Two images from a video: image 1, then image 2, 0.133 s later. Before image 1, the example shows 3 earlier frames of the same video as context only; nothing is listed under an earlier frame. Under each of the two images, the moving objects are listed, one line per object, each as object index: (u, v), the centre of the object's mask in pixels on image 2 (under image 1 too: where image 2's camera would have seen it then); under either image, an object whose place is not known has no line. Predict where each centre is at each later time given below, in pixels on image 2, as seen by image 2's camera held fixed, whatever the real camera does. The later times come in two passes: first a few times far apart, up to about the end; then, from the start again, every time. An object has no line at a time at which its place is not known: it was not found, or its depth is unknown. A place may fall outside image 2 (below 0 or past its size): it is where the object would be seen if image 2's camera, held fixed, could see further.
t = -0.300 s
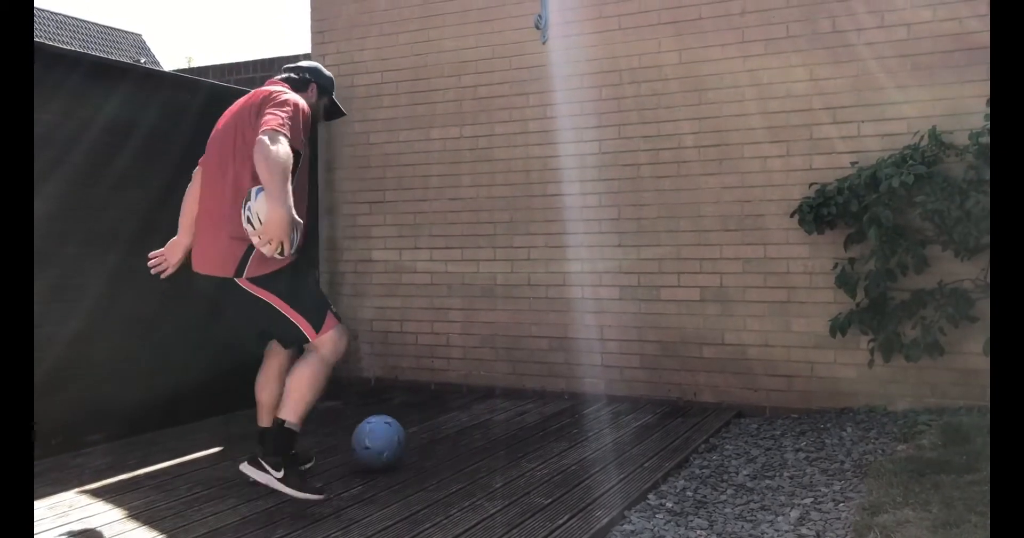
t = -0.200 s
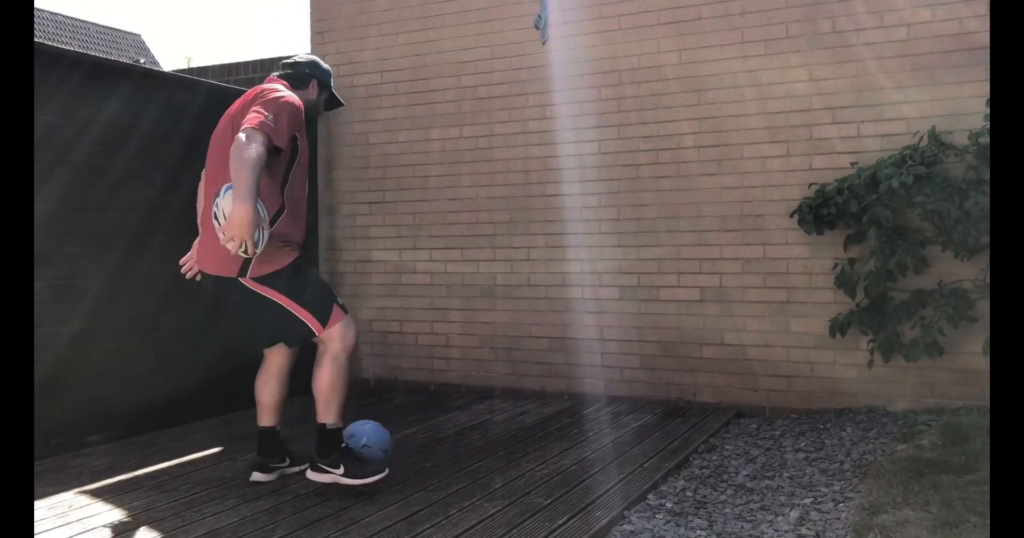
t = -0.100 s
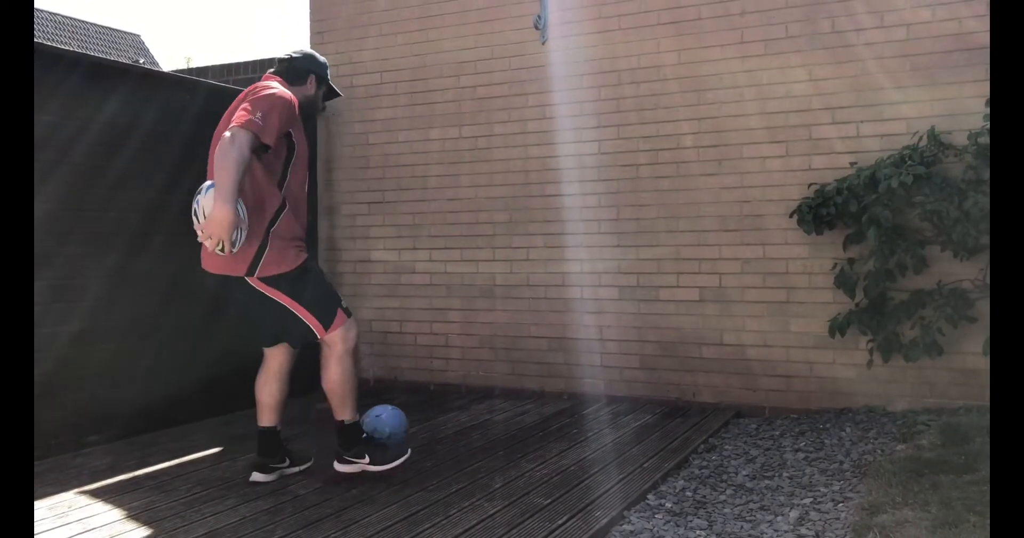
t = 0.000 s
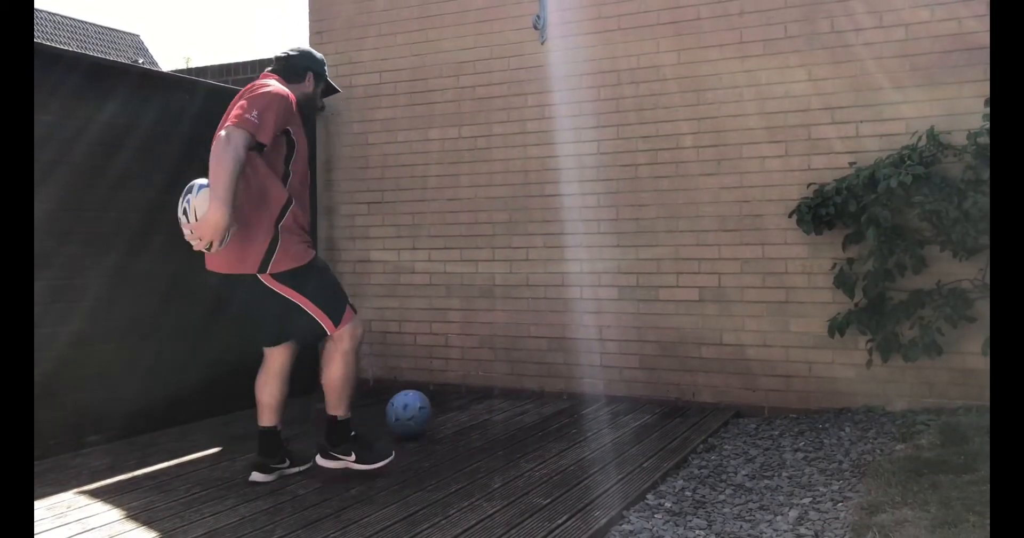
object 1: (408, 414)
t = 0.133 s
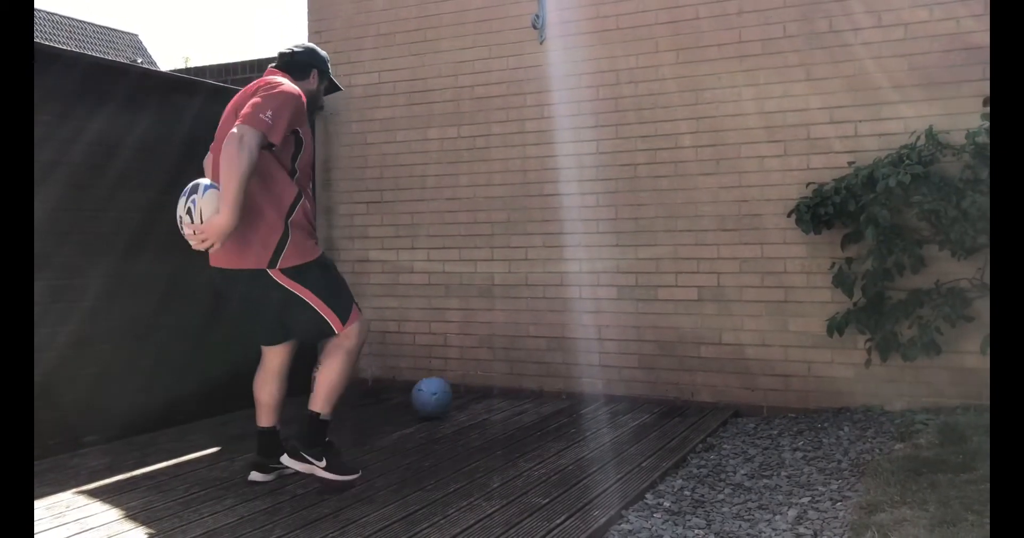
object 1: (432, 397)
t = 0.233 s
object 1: (441, 390)
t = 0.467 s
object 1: (458, 375)
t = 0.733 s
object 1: (409, 384)
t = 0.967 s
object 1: (376, 392)
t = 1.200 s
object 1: (342, 396)
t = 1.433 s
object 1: (302, 404)
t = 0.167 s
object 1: (436, 394)
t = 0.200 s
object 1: (439, 392)
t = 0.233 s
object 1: (441, 390)
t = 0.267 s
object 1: (444, 388)
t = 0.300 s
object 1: (446, 385)
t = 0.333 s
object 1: (449, 383)
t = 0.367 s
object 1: (452, 381)
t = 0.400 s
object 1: (457, 379)
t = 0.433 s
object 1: (458, 378)
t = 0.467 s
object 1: (458, 375)
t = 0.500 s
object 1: (449, 372)
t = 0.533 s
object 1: (441, 372)
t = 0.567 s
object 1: (434, 374)
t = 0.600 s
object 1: (425, 379)
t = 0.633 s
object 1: (418, 385)
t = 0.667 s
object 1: (414, 384)
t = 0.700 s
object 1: (410, 383)
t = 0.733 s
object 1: (409, 384)
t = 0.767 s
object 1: (401, 385)
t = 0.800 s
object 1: (397, 387)
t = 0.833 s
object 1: (392, 389)
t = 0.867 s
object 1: (388, 388)
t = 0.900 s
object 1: (384, 388)
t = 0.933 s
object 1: (380, 388)
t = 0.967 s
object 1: (376, 392)
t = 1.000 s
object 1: (370, 394)
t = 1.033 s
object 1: (366, 393)
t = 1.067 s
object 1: (362, 393)
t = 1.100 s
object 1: (357, 395)
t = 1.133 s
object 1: (352, 396)
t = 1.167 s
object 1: (347, 395)
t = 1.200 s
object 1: (342, 396)
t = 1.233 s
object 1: (337, 399)
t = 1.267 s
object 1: (332, 400)
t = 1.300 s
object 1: (326, 400)
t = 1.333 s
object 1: (321, 401)
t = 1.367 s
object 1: (315, 402)
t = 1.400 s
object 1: (308, 402)
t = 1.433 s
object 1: (302, 404)
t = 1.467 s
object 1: (296, 405)
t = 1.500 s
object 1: (289, 406)
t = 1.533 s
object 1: (283, 408)
